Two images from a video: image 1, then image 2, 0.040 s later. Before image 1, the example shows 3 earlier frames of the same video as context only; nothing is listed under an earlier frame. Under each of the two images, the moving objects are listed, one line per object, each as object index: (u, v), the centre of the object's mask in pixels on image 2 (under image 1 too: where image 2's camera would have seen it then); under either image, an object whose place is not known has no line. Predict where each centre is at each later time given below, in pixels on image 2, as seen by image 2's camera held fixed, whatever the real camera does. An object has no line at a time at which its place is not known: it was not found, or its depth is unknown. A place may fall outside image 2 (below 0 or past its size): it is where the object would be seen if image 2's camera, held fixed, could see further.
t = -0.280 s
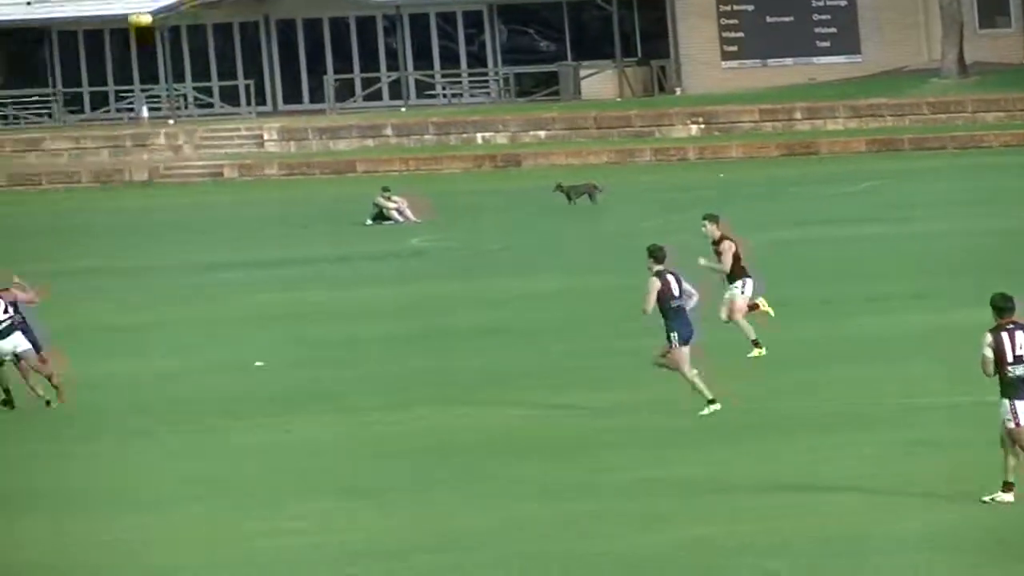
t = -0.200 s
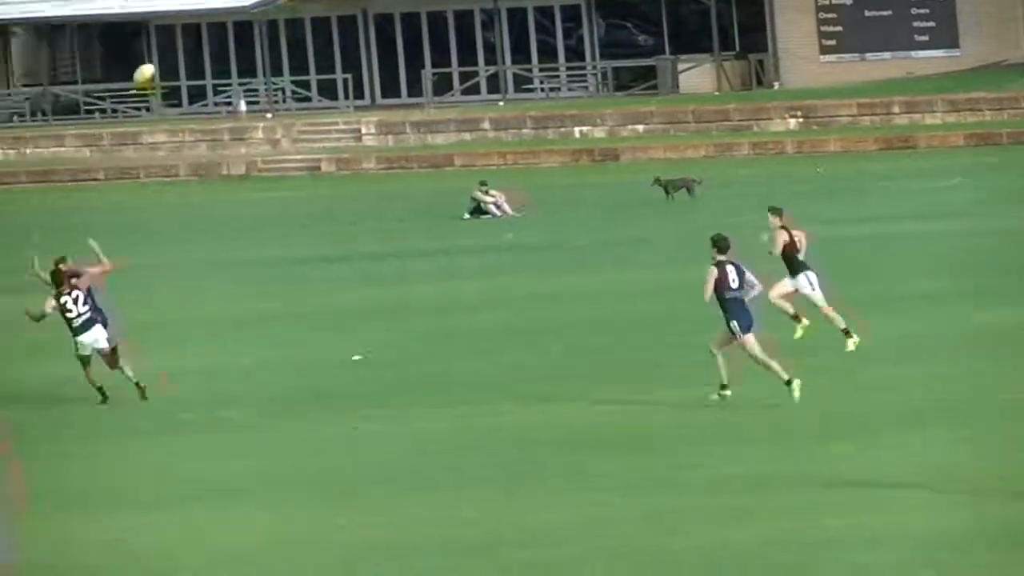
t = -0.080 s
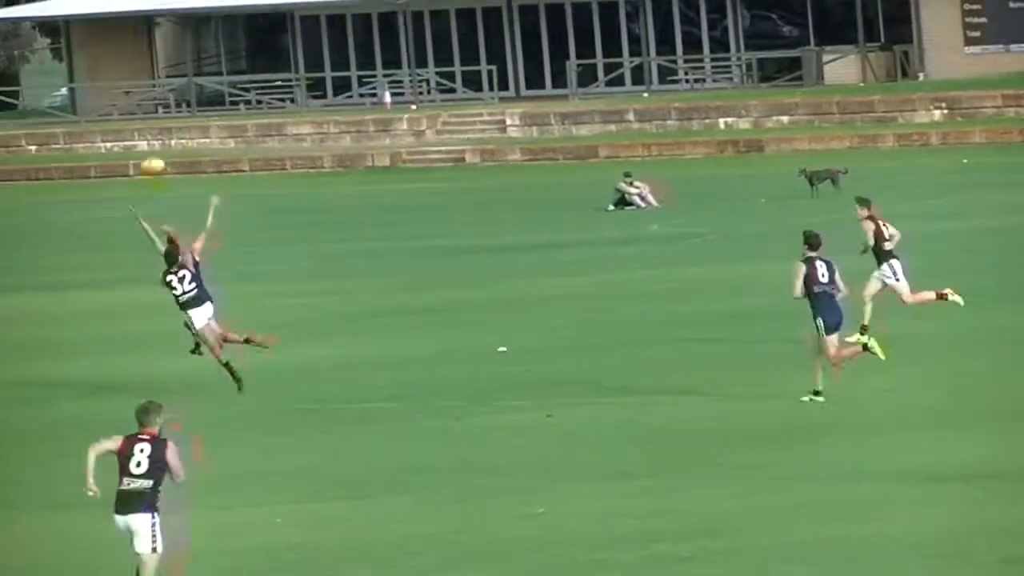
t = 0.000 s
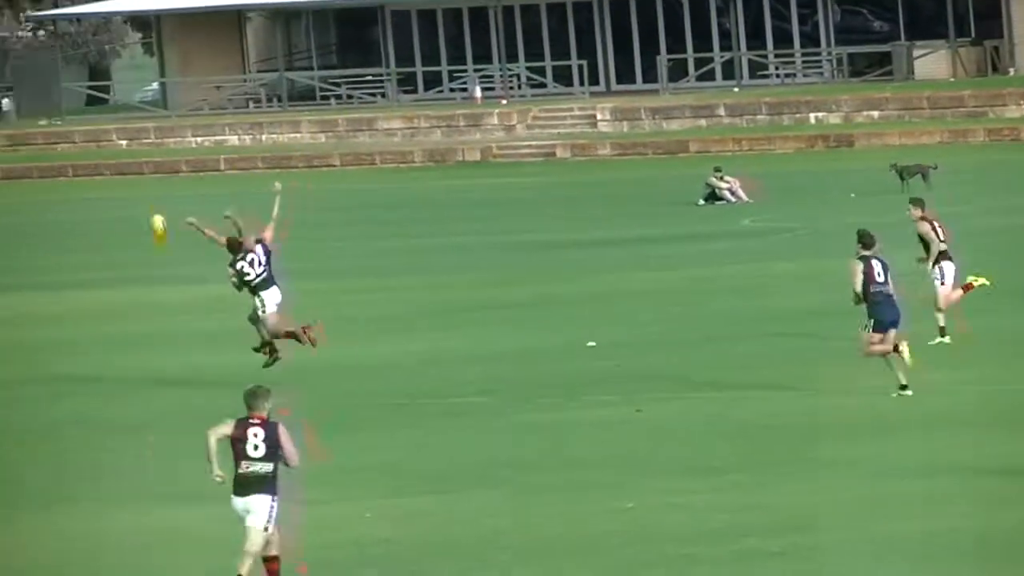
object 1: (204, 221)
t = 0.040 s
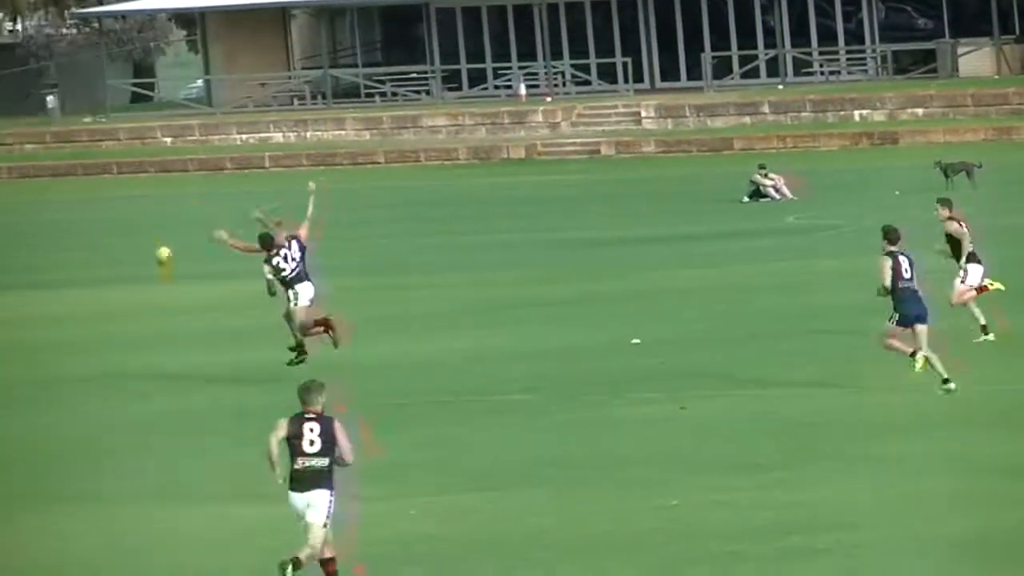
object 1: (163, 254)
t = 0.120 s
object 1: (82, 324)
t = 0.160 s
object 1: (41, 360)
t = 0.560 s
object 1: (-209, 335)
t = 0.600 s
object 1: (-229, 335)
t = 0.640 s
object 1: (-253, 337)
